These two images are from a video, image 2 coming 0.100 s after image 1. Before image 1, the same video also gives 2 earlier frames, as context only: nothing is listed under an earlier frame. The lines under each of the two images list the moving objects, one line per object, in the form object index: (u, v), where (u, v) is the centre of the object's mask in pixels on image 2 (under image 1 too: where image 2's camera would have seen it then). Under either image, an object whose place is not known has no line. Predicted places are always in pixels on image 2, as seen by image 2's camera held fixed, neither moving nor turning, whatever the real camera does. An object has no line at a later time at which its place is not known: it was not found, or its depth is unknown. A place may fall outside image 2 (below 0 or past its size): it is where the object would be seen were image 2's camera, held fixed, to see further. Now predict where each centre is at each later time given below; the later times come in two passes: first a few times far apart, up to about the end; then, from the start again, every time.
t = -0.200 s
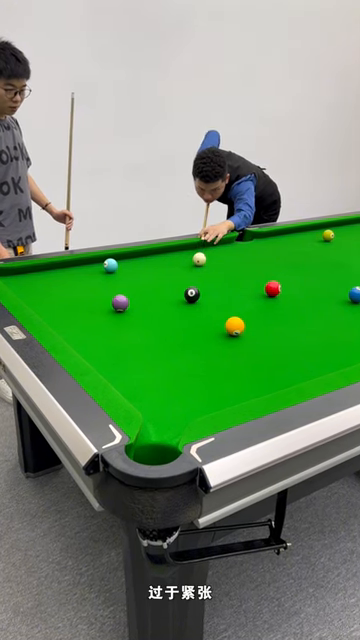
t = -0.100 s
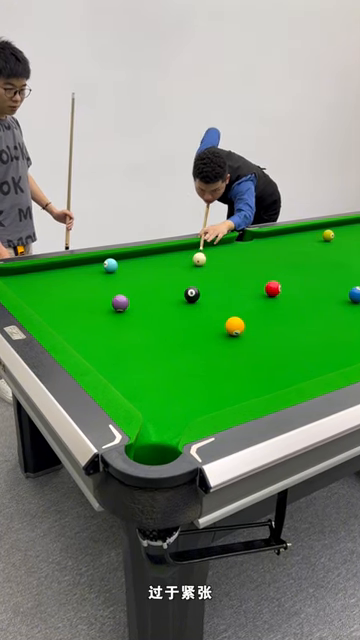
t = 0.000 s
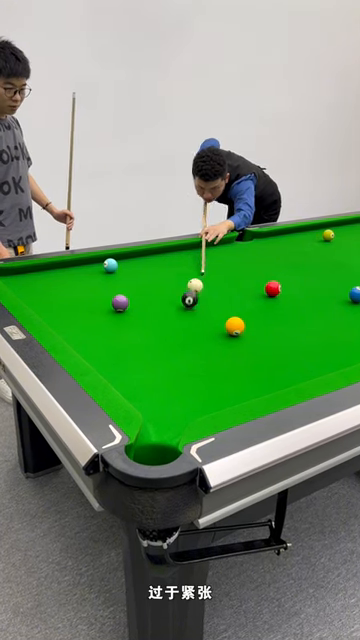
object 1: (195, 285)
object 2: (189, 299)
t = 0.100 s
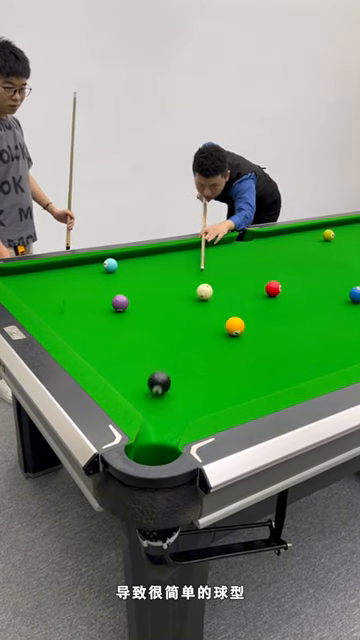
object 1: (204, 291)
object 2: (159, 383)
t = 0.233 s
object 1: (214, 294)
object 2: (130, 367)
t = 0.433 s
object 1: (228, 296)
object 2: (64, 294)
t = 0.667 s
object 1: (244, 299)
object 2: (55, 282)
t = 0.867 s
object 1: (256, 301)
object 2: (89, 316)
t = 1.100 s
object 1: (271, 304)
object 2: (137, 363)
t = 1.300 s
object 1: (282, 306)
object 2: (191, 414)
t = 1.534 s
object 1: (294, 308)
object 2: (121, 375)
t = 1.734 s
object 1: (304, 309)
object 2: (83, 348)
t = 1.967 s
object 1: (314, 311)
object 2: (62, 324)
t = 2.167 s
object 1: (321, 312)
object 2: (48, 305)
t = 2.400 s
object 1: (329, 313)
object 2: (35, 288)
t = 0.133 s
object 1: (207, 292)
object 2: (161, 417)
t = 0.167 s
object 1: (209, 293)
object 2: (169, 408)
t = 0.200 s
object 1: (212, 293)
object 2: (148, 386)
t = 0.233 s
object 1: (214, 294)
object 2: (130, 367)
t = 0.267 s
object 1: (217, 294)
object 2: (115, 350)
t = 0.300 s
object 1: (219, 295)
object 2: (102, 336)
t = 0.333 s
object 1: (221, 295)
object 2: (91, 324)
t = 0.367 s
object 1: (223, 295)
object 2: (81, 312)
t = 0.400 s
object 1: (226, 296)
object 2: (72, 302)
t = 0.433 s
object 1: (228, 296)
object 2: (64, 294)
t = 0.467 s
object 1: (230, 297)
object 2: (57, 286)
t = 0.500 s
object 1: (233, 297)
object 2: (51, 279)
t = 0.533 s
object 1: (235, 298)
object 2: (45, 273)
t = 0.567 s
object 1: (237, 298)
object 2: (40, 267)
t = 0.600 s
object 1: (239, 298)
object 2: (45, 272)
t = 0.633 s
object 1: (241, 299)
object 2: (50, 277)
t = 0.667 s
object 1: (244, 299)
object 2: (55, 282)
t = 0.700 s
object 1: (246, 299)
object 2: (61, 288)
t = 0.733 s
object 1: (248, 300)
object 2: (66, 293)
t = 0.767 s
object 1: (250, 300)
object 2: (72, 299)
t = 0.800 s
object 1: (252, 301)
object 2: (78, 304)
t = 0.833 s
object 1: (254, 301)
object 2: (84, 310)
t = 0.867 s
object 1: (256, 301)
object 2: (89, 316)
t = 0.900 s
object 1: (259, 302)
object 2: (96, 322)
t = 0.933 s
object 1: (260, 302)
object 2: (102, 328)
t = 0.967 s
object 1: (263, 302)
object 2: (108, 334)
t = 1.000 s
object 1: (265, 303)
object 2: (114, 340)
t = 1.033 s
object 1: (267, 303)
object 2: (122, 347)
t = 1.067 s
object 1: (269, 303)
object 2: (129, 355)
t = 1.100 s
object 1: (271, 304)
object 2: (137, 363)
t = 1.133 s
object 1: (272, 304)
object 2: (145, 370)
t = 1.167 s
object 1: (274, 304)
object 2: (153, 379)
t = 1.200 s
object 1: (276, 305)
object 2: (163, 388)
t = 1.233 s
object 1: (278, 305)
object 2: (172, 397)
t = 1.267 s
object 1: (280, 305)
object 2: (183, 408)
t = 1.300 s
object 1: (282, 306)
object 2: (191, 414)
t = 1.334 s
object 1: (284, 306)
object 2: (179, 410)
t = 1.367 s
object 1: (285, 306)
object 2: (168, 402)
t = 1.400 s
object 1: (287, 306)
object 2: (157, 396)
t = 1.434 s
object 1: (289, 307)
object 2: (147, 390)
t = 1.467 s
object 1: (291, 307)
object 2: (138, 386)
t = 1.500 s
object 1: (293, 307)
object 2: (130, 380)
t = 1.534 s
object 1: (294, 308)
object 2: (121, 375)
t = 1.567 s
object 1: (296, 308)
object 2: (113, 371)
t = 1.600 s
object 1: (298, 308)
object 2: (106, 366)
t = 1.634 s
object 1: (299, 308)
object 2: (98, 361)
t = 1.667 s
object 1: (301, 309)
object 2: (92, 356)
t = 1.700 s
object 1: (303, 309)
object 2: (87, 352)
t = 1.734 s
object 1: (304, 309)
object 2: (83, 348)
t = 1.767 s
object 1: (306, 309)
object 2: (80, 344)
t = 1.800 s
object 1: (307, 309)
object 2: (76, 341)
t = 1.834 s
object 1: (308, 310)
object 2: (73, 337)
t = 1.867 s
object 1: (310, 310)
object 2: (71, 334)
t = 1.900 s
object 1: (311, 310)
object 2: (68, 330)
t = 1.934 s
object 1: (313, 310)
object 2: (65, 327)
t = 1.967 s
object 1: (314, 311)
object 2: (62, 324)
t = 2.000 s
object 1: (316, 311)
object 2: (60, 320)
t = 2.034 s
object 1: (317, 311)
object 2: (57, 317)
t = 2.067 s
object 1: (318, 311)
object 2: (55, 314)
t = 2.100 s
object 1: (319, 312)
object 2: (53, 311)
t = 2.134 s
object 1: (320, 312)
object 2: (51, 308)
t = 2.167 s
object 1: (321, 312)
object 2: (48, 305)
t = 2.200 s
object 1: (323, 312)
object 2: (46, 302)
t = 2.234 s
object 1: (324, 312)
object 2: (44, 300)
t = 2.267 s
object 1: (325, 312)
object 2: (42, 297)
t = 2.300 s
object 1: (326, 312)
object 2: (40, 295)
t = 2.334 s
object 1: (327, 313)
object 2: (38, 293)
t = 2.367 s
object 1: (328, 313)
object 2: (36, 290)
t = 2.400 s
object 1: (329, 313)
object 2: (35, 288)
